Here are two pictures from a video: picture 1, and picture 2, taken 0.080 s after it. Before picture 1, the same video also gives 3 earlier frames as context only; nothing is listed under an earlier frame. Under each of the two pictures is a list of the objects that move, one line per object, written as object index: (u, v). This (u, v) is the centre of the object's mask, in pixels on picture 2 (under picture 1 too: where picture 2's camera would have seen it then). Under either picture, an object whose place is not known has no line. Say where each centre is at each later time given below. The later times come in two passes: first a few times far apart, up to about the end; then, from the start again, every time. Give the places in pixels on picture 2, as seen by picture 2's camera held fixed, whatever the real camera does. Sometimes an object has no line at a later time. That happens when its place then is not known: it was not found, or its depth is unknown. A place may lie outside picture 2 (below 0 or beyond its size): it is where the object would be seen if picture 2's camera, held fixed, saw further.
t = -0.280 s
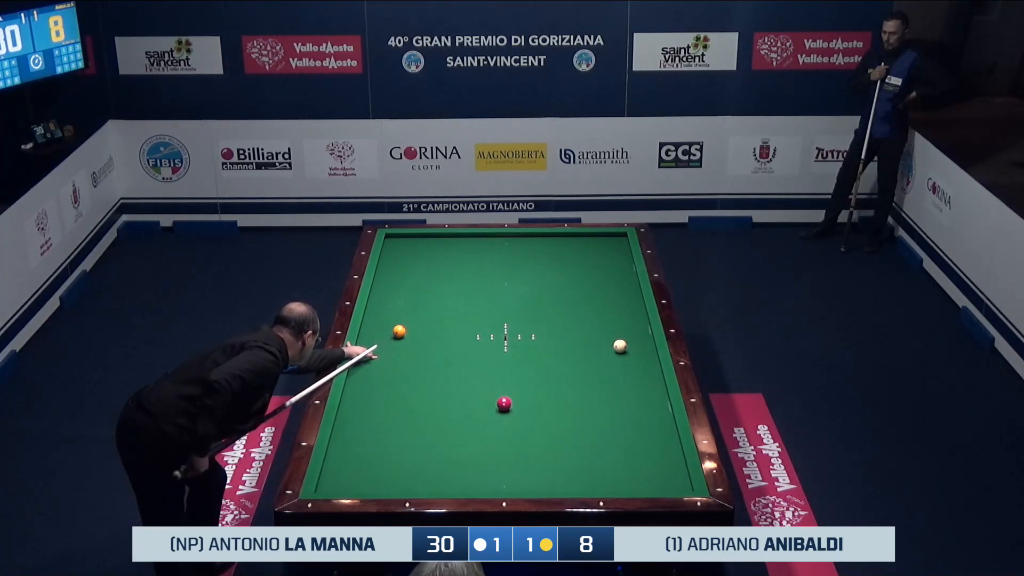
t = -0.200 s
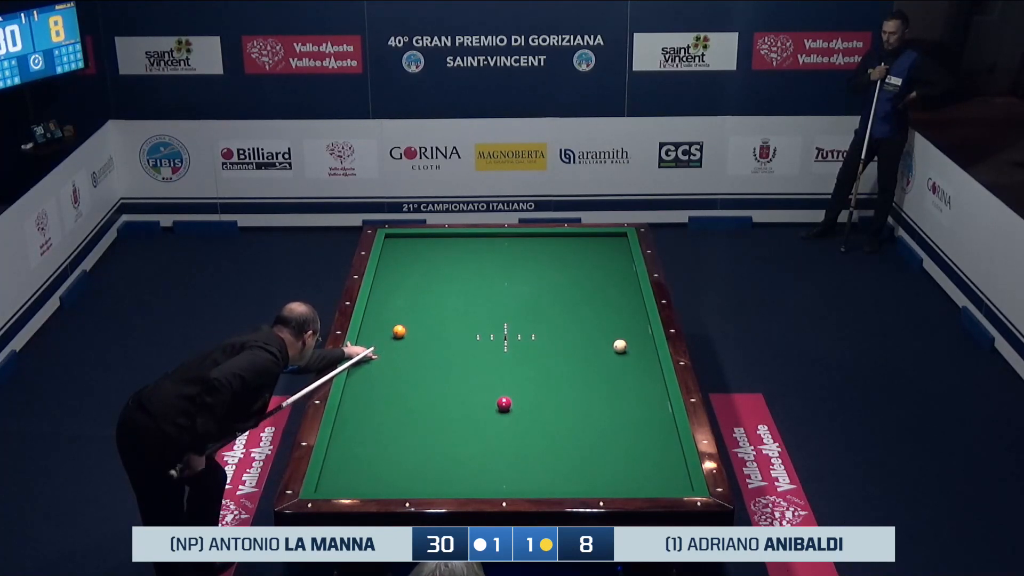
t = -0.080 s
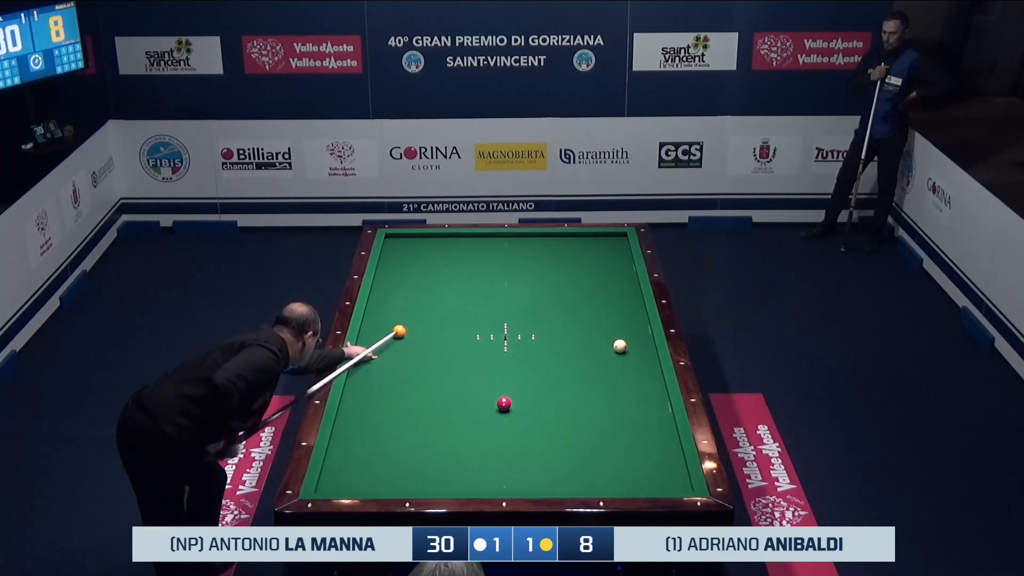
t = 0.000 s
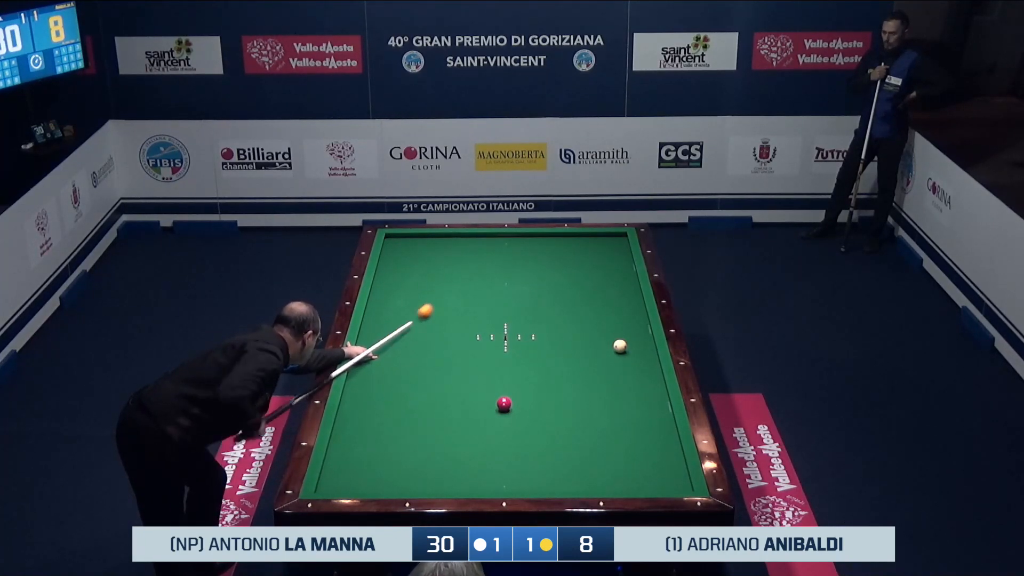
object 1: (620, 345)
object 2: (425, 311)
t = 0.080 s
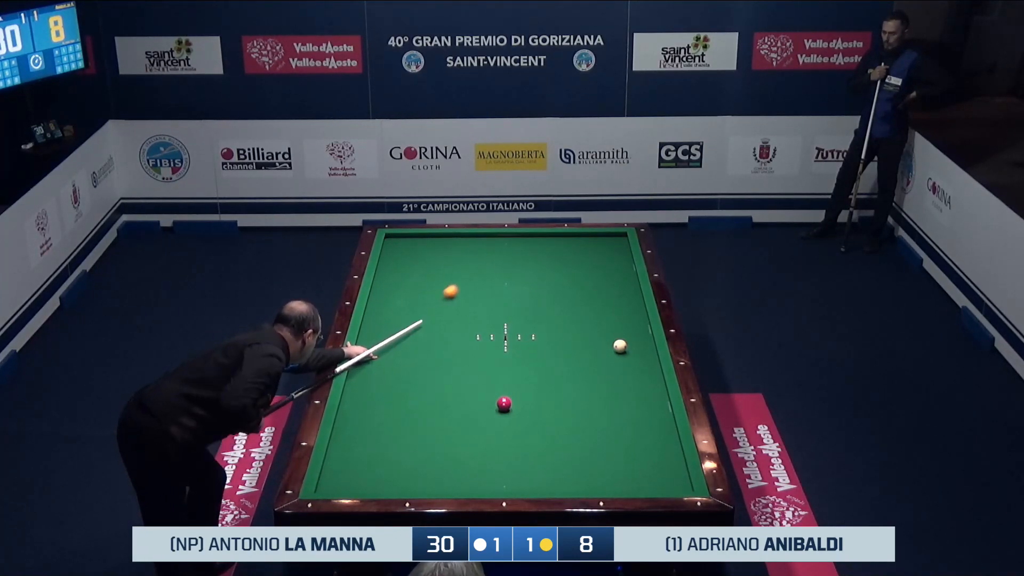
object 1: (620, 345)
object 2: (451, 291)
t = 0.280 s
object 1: (620, 345)
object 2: (504, 251)
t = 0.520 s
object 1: (620, 345)
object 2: (547, 253)
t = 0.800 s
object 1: (620, 345)
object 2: (595, 292)
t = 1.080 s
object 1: (620, 345)
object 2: (643, 327)
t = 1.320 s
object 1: (602, 351)
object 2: (640, 350)
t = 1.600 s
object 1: (564, 364)
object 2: (655, 374)
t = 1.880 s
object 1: (526, 377)
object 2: (654, 401)
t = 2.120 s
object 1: (494, 388)
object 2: (652, 425)
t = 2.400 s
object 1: (454, 401)
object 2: (651, 456)
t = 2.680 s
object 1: (414, 415)
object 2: (648, 486)
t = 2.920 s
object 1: (379, 426)
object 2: (625, 471)
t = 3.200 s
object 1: (337, 441)
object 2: (601, 455)
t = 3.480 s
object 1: (356, 452)
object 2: (579, 439)
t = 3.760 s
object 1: (375, 462)
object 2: (558, 425)
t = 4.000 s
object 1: (391, 471)
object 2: (541, 414)
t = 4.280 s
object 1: (410, 481)
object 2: (523, 401)
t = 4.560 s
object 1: (429, 486)
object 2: (506, 389)
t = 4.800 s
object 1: (445, 482)
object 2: (492, 380)
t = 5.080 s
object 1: (462, 477)
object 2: (476, 369)
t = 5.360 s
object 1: (479, 472)
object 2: (461, 359)
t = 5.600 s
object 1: (492, 468)
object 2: (450, 351)
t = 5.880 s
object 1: (507, 463)
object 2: (437, 342)
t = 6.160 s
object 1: (520, 459)
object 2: (425, 334)
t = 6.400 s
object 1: (531, 455)
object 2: (415, 327)
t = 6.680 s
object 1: (543, 451)
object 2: (404, 320)
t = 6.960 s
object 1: (555, 448)
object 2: (394, 313)
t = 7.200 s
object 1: (564, 444)
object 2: (386, 307)
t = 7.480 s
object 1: (573, 441)
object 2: (377, 301)
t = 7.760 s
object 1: (582, 438)
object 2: (377, 296)
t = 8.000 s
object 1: (589, 436)
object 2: (383, 292)
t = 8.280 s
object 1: (597, 433)
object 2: (389, 288)
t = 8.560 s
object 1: (604, 431)
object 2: (394, 284)
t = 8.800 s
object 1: (609, 430)
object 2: (399, 281)
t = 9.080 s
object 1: (614, 428)
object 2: (403, 277)
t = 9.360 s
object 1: (619, 426)
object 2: (407, 274)
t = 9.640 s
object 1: (624, 425)
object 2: (411, 271)
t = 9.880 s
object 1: (627, 424)
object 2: (415, 269)
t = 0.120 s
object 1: (620, 345)
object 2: (462, 283)
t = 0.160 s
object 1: (620, 345)
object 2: (473, 274)
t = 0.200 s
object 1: (620, 345)
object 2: (484, 266)
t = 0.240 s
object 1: (620, 345)
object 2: (494, 259)
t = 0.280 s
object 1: (620, 345)
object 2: (504, 251)
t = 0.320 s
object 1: (620, 345)
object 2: (513, 244)
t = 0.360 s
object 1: (620, 345)
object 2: (522, 237)
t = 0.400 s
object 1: (620, 345)
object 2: (529, 236)
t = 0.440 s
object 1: (620, 345)
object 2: (535, 242)
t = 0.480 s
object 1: (620, 345)
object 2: (541, 248)
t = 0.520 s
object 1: (620, 345)
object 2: (547, 253)
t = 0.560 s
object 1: (620, 345)
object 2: (554, 259)
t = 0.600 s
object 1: (620, 345)
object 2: (560, 265)
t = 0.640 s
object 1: (620, 345)
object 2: (567, 270)
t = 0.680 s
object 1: (620, 345)
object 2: (574, 276)
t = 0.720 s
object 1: (620, 345)
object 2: (580, 281)
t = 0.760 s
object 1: (620, 345)
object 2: (588, 287)
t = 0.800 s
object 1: (620, 345)
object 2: (595, 292)
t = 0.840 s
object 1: (620, 345)
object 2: (602, 297)
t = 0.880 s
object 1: (620, 345)
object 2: (610, 302)
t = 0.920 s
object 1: (620, 345)
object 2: (617, 307)
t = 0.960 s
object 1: (620, 345)
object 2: (625, 312)
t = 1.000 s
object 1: (620, 345)
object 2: (633, 317)
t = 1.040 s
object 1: (620, 345)
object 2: (641, 322)
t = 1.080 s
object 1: (620, 345)
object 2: (643, 327)
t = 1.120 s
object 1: (620, 345)
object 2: (639, 332)
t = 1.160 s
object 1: (620, 345)
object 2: (635, 337)
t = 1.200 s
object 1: (620, 345)
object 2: (632, 342)
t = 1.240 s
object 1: (615, 346)
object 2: (633, 345)
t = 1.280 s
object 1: (608, 349)
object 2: (637, 348)
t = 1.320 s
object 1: (602, 351)
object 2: (640, 350)
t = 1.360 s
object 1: (596, 353)
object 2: (643, 354)
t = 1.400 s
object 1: (590, 355)
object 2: (646, 357)
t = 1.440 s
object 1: (585, 357)
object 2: (648, 360)
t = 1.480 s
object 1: (580, 358)
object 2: (651, 364)
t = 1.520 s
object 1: (574, 360)
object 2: (654, 367)
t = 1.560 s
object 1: (569, 362)
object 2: (656, 371)
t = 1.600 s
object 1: (564, 364)
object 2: (655, 374)
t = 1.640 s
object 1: (559, 366)
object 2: (655, 378)
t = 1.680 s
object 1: (553, 367)
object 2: (655, 382)
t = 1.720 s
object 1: (548, 369)
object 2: (654, 385)
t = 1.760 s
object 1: (543, 371)
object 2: (654, 389)
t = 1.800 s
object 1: (537, 373)
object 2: (654, 393)
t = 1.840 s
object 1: (532, 375)
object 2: (654, 397)
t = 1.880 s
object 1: (526, 377)
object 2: (654, 401)
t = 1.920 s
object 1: (521, 378)
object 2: (653, 405)
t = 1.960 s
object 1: (515, 380)
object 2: (653, 409)
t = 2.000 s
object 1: (510, 382)
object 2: (653, 413)
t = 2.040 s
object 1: (505, 384)
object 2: (653, 417)
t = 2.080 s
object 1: (499, 386)
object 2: (653, 421)
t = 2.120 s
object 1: (494, 388)
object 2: (652, 425)
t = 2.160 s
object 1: (488, 390)
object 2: (652, 430)
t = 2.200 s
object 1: (482, 391)
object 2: (652, 434)
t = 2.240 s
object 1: (477, 393)
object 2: (652, 438)
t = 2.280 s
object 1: (471, 395)
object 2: (651, 443)
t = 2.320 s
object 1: (466, 397)
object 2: (651, 447)
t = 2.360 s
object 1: (460, 399)
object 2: (651, 452)
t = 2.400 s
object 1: (454, 401)
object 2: (651, 456)
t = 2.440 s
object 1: (449, 403)
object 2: (650, 461)
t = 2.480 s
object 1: (443, 405)
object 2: (650, 465)
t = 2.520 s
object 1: (437, 407)
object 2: (650, 470)
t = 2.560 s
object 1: (432, 409)
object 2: (649, 475)
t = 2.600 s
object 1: (426, 411)
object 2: (649, 479)
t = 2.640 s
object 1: (420, 413)
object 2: (649, 483)
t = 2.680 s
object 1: (414, 415)
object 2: (648, 486)
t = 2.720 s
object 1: (408, 417)
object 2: (644, 484)
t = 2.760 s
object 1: (403, 419)
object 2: (640, 481)
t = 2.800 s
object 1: (397, 420)
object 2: (636, 479)
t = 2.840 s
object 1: (391, 423)
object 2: (632, 476)
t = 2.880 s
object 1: (385, 425)
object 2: (629, 473)
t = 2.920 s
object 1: (379, 426)
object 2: (625, 471)
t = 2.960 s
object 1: (373, 429)
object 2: (622, 468)
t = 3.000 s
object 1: (367, 431)
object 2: (618, 466)
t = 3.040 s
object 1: (361, 433)
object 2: (615, 464)
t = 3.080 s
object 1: (355, 435)
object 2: (611, 462)
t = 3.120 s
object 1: (349, 437)
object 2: (608, 459)
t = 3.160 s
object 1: (343, 439)
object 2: (605, 457)
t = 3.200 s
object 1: (337, 441)
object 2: (601, 455)
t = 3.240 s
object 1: (339, 443)
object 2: (598, 452)
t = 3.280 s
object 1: (342, 444)
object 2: (595, 450)
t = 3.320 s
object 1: (345, 445)
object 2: (592, 448)
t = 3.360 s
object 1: (348, 447)
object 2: (588, 446)
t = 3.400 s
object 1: (351, 448)
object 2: (585, 444)
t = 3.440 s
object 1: (353, 450)
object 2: (582, 442)
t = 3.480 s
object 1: (356, 452)
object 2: (579, 439)
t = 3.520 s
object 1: (359, 453)
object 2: (576, 437)
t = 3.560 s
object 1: (362, 454)
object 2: (573, 435)
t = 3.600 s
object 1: (364, 456)
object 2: (570, 433)
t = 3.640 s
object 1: (367, 457)
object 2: (567, 431)
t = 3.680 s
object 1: (370, 459)
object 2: (564, 429)
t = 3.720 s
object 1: (372, 460)
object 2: (561, 427)
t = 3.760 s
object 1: (375, 462)
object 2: (558, 425)
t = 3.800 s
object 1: (378, 463)
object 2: (555, 423)
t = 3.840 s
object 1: (380, 465)
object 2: (552, 422)
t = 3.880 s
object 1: (383, 466)
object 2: (550, 419)
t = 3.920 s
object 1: (386, 468)
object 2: (547, 418)
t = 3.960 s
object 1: (388, 470)
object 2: (544, 415)
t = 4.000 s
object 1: (391, 471)
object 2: (541, 414)
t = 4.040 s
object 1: (394, 473)
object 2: (539, 412)
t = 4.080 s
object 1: (397, 474)
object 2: (536, 410)
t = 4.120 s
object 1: (400, 475)
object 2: (533, 409)
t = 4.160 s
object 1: (402, 477)
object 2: (531, 407)
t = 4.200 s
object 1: (405, 478)
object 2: (528, 405)
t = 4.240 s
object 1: (407, 480)
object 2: (525, 403)
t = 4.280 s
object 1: (410, 481)
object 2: (523, 401)
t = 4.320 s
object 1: (413, 483)
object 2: (520, 400)
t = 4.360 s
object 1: (416, 484)
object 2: (518, 398)
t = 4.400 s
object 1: (419, 485)
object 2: (516, 396)
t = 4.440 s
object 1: (421, 486)
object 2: (513, 394)
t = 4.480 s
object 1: (424, 487)
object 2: (511, 392)
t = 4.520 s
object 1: (427, 487)
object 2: (508, 390)
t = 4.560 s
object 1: (429, 486)
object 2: (506, 389)
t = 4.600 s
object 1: (432, 485)
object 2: (503, 388)
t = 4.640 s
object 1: (435, 485)
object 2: (501, 386)
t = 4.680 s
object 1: (437, 484)
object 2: (498, 384)
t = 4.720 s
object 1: (440, 484)
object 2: (496, 383)
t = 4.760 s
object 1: (443, 483)
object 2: (494, 381)
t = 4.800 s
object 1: (445, 482)
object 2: (492, 380)
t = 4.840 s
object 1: (447, 482)
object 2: (489, 378)
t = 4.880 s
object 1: (450, 481)
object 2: (487, 377)
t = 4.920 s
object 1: (452, 480)
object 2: (485, 375)
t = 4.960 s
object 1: (455, 480)
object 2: (483, 374)
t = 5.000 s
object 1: (457, 479)
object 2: (480, 372)
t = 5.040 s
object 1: (460, 478)
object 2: (478, 371)
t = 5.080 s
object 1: (462, 477)
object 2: (476, 369)
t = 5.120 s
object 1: (465, 476)
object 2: (474, 368)
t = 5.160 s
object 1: (467, 476)
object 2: (472, 366)
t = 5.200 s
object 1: (469, 475)
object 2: (470, 365)
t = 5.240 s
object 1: (472, 474)
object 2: (467, 363)
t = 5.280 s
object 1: (474, 474)
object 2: (465, 362)
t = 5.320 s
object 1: (477, 473)
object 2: (463, 361)
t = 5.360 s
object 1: (479, 472)
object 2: (461, 359)
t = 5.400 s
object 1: (481, 471)
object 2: (459, 358)
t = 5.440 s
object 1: (483, 470)
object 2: (457, 357)
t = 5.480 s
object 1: (485, 470)
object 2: (455, 355)
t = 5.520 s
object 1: (487, 469)
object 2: (453, 354)
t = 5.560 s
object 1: (490, 469)
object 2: (451, 352)
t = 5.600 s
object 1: (492, 468)
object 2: (450, 351)
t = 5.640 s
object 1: (494, 467)
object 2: (448, 350)
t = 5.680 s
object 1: (496, 466)
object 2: (446, 349)
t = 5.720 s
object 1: (498, 466)
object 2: (444, 347)
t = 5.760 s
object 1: (500, 465)
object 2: (442, 346)
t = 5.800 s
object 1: (502, 465)
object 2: (440, 345)
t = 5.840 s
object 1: (505, 464)
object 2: (439, 343)
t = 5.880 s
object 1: (507, 463)
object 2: (437, 342)
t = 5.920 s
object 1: (509, 462)
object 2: (435, 341)
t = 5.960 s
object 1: (511, 462)
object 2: (433, 340)
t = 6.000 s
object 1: (512, 461)
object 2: (432, 339)
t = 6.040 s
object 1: (515, 461)
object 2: (430, 337)
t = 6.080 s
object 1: (516, 460)
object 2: (428, 336)
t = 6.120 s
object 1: (518, 459)
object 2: (426, 335)
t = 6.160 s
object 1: (520, 459)
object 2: (425, 334)
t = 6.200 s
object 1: (522, 458)
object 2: (423, 333)
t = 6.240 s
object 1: (524, 457)
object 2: (421, 332)
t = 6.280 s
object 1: (526, 457)
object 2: (420, 331)
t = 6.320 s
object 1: (528, 456)
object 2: (418, 330)
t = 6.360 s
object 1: (530, 456)
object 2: (417, 328)
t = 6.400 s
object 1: (531, 455)
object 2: (415, 327)
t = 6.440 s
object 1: (533, 454)
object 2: (413, 326)
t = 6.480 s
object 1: (535, 454)
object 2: (412, 325)
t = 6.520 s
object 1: (537, 453)
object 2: (410, 324)
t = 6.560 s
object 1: (538, 453)
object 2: (409, 323)
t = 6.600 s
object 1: (540, 452)
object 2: (407, 322)
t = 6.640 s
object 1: (542, 451)
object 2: (406, 321)
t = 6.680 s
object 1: (543, 451)
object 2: (404, 320)
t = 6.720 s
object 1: (545, 450)
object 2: (403, 319)
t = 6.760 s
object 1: (547, 450)
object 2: (401, 318)
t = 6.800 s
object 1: (548, 449)
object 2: (400, 317)
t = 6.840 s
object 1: (550, 449)
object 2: (398, 316)
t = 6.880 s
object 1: (551, 448)
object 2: (397, 315)
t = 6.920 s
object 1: (553, 448)
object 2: (395, 314)
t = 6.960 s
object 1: (555, 448)
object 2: (394, 313)
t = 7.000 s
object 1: (556, 447)
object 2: (393, 312)
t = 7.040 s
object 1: (558, 446)
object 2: (391, 311)
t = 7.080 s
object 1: (559, 446)
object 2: (390, 310)
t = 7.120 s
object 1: (561, 445)
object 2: (389, 309)
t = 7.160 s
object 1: (562, 445)
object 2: (387, 308)
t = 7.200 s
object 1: (564, 444)
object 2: (386, 307)
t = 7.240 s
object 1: (565, 444)
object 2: (385, 306)
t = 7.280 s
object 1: (566, 443)
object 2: (383, 306)
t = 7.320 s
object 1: (568, 443)
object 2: (382, 305)
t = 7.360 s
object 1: (569, 443)
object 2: (381, 304)
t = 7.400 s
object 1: (571, 442)
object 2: (379, 303)
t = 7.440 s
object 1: (572, 442)
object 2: (378, 302)
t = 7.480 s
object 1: (573, 441)
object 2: (377, 301)
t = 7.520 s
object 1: (574, 441)
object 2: (376, 300)
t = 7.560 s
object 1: (576, 440)
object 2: (375, 300)
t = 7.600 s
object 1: (577, 440)
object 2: (374, 299)
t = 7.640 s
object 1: (578, 439)
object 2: (374, 298)
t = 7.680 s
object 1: (580, 439)
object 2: (376, 297)
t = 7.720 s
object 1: (581, 438)
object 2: (377, 297)
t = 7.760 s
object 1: (582, 438)
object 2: (377, 296)
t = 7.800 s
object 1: (583, 437)
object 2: (378, 295)
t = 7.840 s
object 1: (585, 437)
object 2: (379, 295)
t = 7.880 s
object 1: (586, 437)
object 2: (380, 294)
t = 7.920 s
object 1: (587, 437)
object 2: (381, 293)
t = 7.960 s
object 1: (588, 436)
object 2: (382, 293)
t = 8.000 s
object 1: (589, 436)
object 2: (383, 292)
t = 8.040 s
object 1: (590, 436)
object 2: (384, 291)
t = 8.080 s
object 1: (592, 435)
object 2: (385, 291)
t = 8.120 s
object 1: (593, 435)
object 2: (385, 290)
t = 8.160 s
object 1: (594, 434)
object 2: (386, 290)
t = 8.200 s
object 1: (595, 434)
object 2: (387, 289)
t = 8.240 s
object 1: (596, 434)
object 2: (388, 288)
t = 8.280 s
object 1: (597, 433)
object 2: (389, 288)
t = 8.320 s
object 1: (598, 433)
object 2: (390, 287)
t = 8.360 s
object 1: (599, 433)
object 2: (390, 287)
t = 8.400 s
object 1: (600, 432)
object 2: (391, 286)
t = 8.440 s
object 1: (601, 432)
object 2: (392, 286)
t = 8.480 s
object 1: (602, 432)
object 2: (393, 285)
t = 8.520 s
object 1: (603, 432)
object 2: (393, 284)
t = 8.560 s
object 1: (604, 431)
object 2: (394, 284)
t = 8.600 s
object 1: (605, 431)
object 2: (395, 283)
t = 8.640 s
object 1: (606, 431)
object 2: (396, 283)
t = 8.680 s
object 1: (606, 431)
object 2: (396, 282)
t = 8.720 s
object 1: (607, 430)
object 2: (397, 282)
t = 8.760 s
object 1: (608, 430)
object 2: (398, 281)
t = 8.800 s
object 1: (609, 430)
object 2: (399, 281)
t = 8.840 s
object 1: (610, 429)
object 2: (399, 280)
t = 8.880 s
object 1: (611, 429)
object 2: (400, 280)
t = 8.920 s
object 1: (611, 429)
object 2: (401, 279)
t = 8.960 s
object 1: (612, 429)
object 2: (401, 279)
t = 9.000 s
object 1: (613, 428)
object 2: (402, 278)
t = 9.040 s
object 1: (614, 428)
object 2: (402, 278)
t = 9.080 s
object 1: (614, 428)
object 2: (403, 277)
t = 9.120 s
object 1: (615, 428)
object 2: (404, 277)
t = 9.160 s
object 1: (616, 427)
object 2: (404, 276)
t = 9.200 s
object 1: (617, 427)
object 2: (405, 276)
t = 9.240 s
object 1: (617, 427)
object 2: (406, 276)
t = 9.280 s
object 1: (618, 427)
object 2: (406, 275)
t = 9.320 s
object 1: (619, 426)
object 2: (407, 275)
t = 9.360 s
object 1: (619, 426)
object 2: (407, 274)
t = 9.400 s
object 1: (620, 426)
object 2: (408, 274)
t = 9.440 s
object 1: (621, 426)
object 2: (409, 273)
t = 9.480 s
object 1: (621, 426)
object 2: (409, 273)
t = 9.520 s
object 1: (622, 426)
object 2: (410, 273)
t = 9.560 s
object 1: (623, 425)
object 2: (410, 272)
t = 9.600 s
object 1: (623, 425)
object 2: (411, 272)
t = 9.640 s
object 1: (624, 425)
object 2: (411, 271)
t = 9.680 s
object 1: (624, 425)
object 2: (412, 271)
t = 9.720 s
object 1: (625, 425)
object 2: (412, 271)
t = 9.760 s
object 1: (625, 424)
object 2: (413, 270)
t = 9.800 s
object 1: (626, 424)
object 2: (413, 270)
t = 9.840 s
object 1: (626, 424)
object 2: (414, 270)
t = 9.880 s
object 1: (627, 424)
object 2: (415, 269)
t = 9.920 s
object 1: (627, 424)
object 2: (415, 269)
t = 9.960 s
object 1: (628, 424)
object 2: (416, 269)
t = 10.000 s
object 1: (628, 423)
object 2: (416, 268)
